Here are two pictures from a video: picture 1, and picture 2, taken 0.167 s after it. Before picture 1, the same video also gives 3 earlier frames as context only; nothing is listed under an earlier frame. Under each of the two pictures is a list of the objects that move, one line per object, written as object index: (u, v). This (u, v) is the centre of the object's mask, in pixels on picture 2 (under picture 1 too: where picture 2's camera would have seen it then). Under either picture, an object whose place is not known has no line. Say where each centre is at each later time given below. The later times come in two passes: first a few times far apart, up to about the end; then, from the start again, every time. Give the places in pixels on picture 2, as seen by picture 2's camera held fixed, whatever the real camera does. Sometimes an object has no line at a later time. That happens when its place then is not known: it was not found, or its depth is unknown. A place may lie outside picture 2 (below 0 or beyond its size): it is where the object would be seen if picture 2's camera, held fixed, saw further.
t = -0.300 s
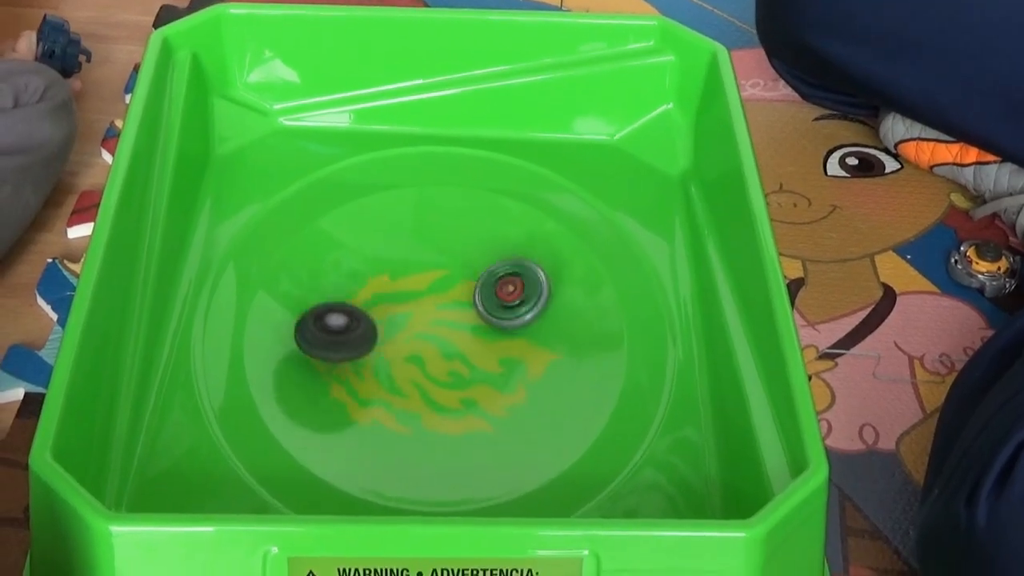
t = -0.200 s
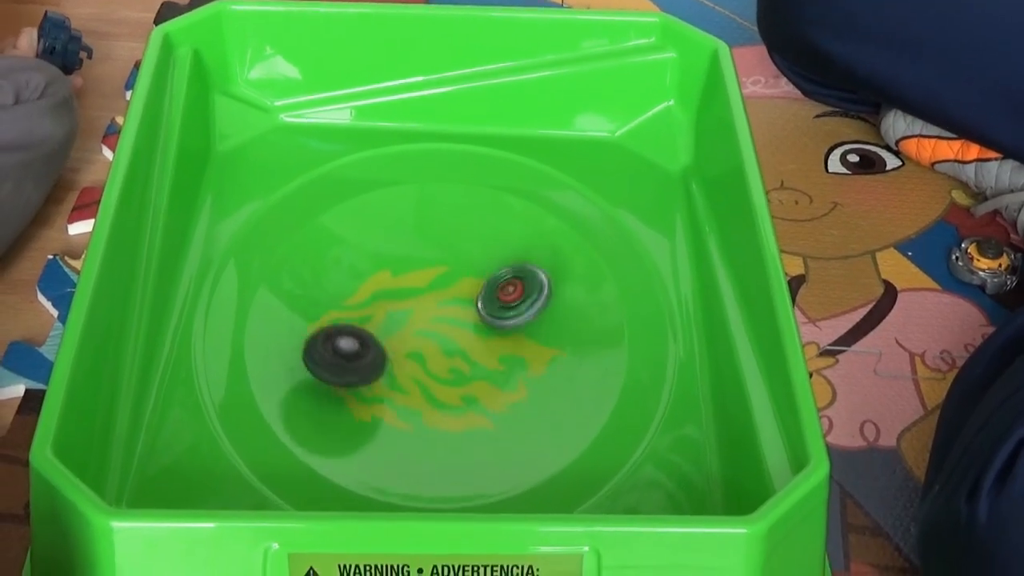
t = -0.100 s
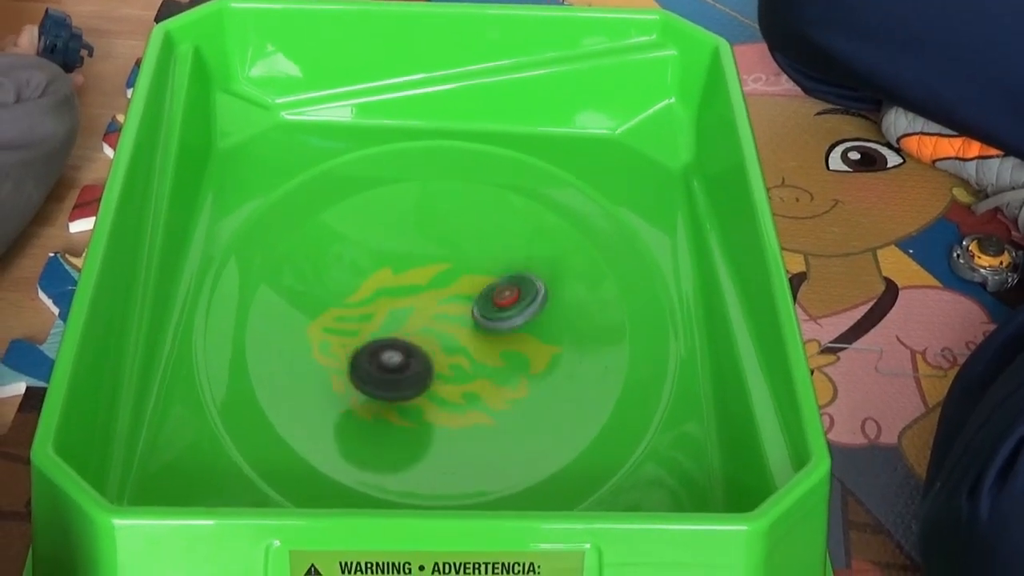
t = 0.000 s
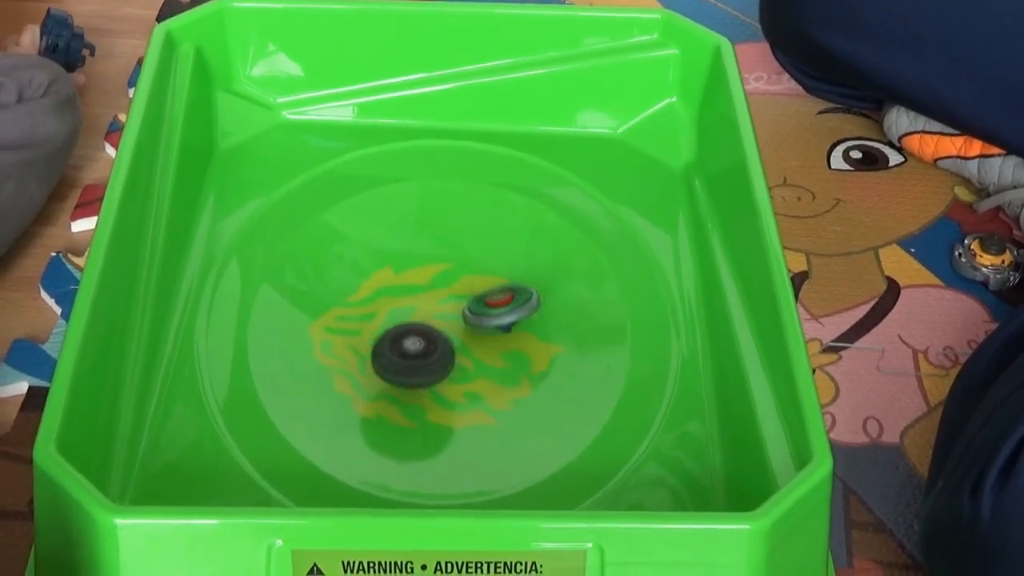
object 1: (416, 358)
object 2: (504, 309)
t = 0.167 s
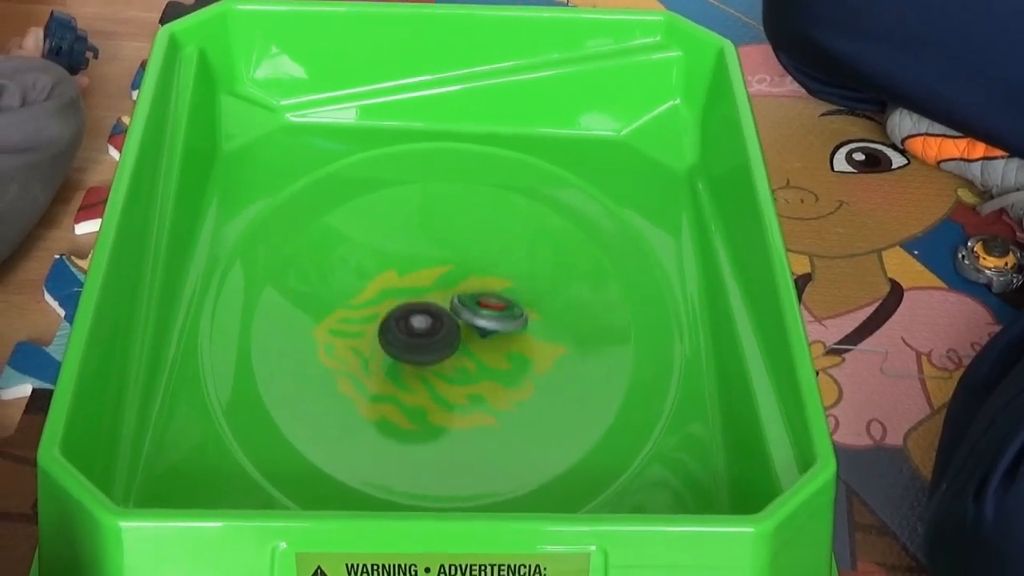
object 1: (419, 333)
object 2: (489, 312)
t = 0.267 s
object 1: (353, 336)
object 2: (549, 288)
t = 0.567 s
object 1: (382, 391)
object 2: (463, 306)
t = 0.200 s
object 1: (399, 334)
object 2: (509, 306)
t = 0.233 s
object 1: (373, 336)
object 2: (534, 298)
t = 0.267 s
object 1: (353, 336)
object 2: (549, 288)
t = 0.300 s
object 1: (338, 337)
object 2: (558, 280)
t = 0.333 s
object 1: (329, 340)
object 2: (558, 275)
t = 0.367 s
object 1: (325, 345)
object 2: (551, 272)
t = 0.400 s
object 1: (324, 353)
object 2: (539, 274)
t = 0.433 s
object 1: (327, 363)
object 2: (522, 277)
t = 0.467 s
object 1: (333, 373)
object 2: (503, 284)
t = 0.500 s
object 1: (346, 383)
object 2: (485, 292)
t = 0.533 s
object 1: (362, 389)
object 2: (472, 300)
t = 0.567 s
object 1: (382, 391)
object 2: (463, 306)
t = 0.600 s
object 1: (400, 389)
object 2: (457, 312)
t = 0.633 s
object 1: (416, 383)
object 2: (454, 316)
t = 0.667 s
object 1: (428, 374)
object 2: (455, 315)
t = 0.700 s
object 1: (436, 364)
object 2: (456, 311)
